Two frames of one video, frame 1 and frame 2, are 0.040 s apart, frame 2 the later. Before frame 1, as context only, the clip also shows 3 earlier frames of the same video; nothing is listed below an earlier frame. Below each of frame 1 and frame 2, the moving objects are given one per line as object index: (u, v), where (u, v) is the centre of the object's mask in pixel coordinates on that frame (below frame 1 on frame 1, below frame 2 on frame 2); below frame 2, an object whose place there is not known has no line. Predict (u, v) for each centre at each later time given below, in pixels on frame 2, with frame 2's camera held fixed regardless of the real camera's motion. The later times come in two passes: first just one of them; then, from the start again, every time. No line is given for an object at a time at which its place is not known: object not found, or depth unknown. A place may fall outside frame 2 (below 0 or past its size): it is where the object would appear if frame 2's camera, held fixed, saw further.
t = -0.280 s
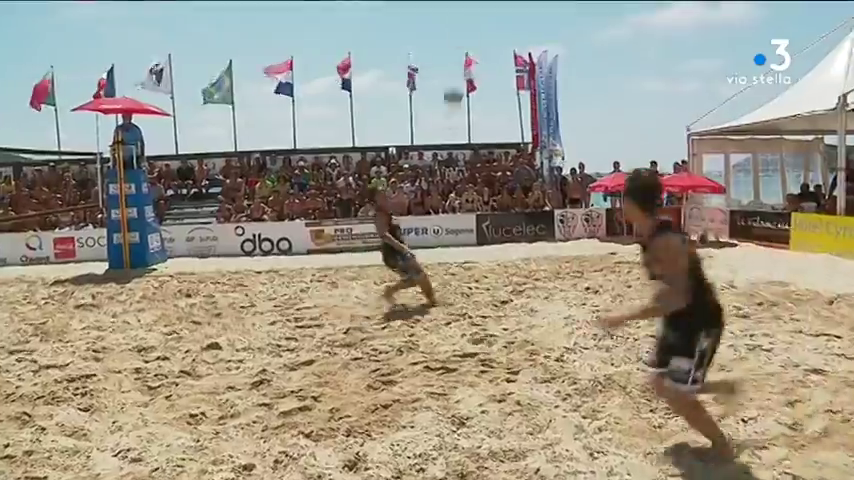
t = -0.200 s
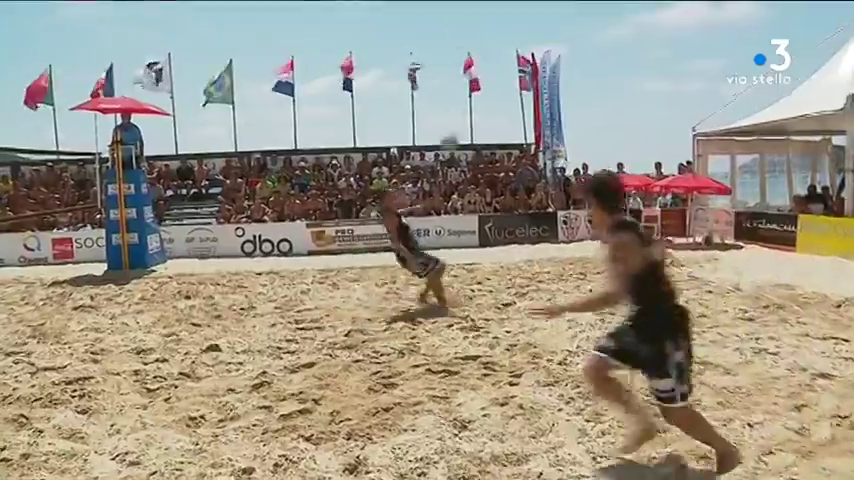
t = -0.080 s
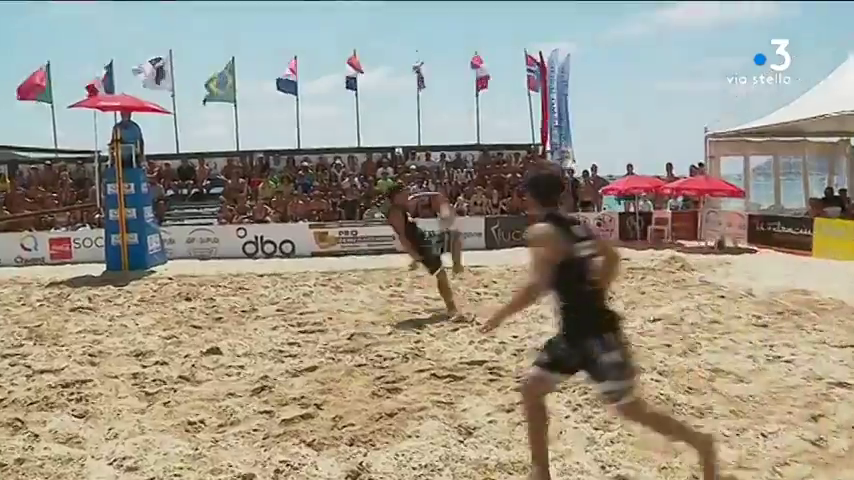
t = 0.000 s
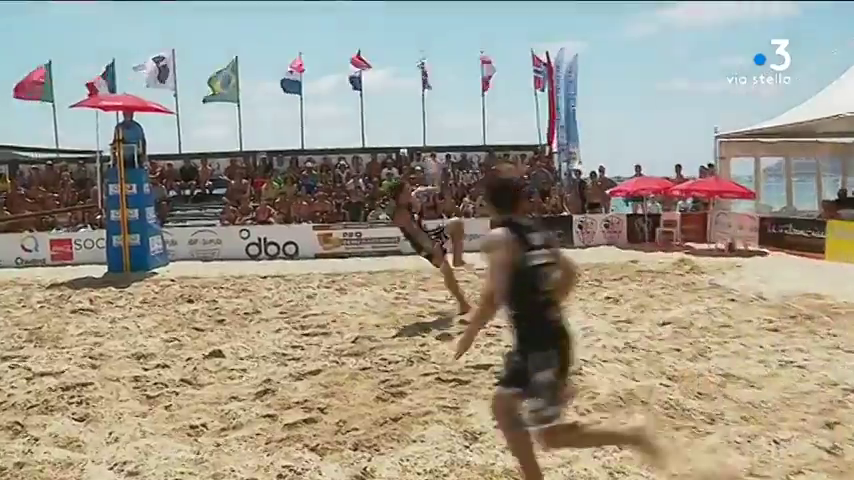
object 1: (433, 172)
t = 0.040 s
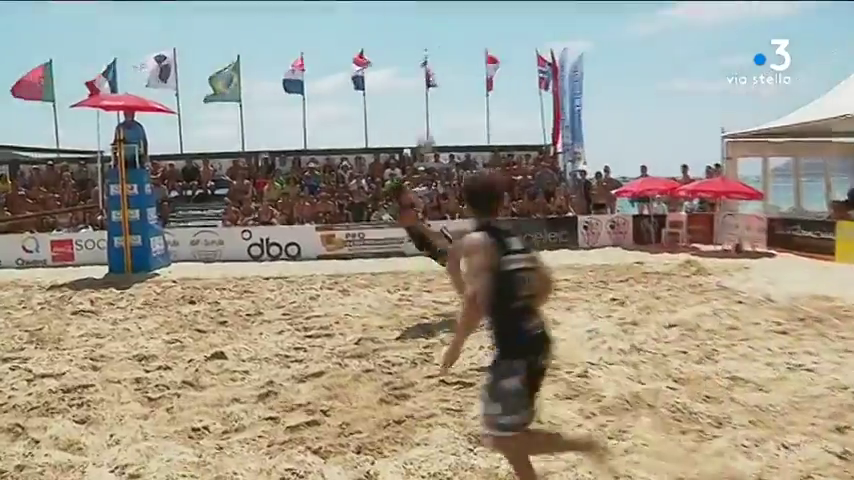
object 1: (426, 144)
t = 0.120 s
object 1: (402, 85)
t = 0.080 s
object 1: (414, 115)
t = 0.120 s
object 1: (402, 85)
